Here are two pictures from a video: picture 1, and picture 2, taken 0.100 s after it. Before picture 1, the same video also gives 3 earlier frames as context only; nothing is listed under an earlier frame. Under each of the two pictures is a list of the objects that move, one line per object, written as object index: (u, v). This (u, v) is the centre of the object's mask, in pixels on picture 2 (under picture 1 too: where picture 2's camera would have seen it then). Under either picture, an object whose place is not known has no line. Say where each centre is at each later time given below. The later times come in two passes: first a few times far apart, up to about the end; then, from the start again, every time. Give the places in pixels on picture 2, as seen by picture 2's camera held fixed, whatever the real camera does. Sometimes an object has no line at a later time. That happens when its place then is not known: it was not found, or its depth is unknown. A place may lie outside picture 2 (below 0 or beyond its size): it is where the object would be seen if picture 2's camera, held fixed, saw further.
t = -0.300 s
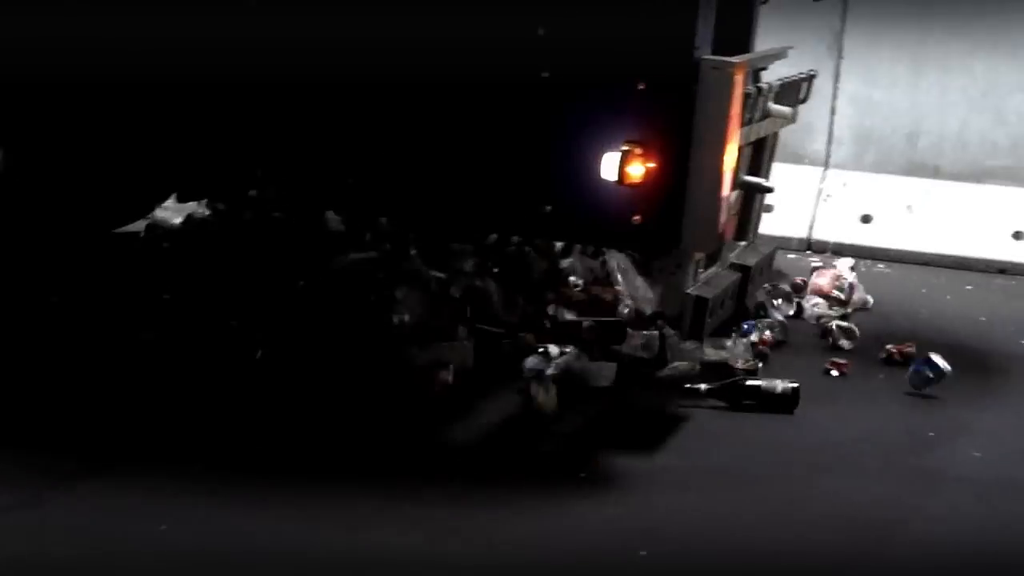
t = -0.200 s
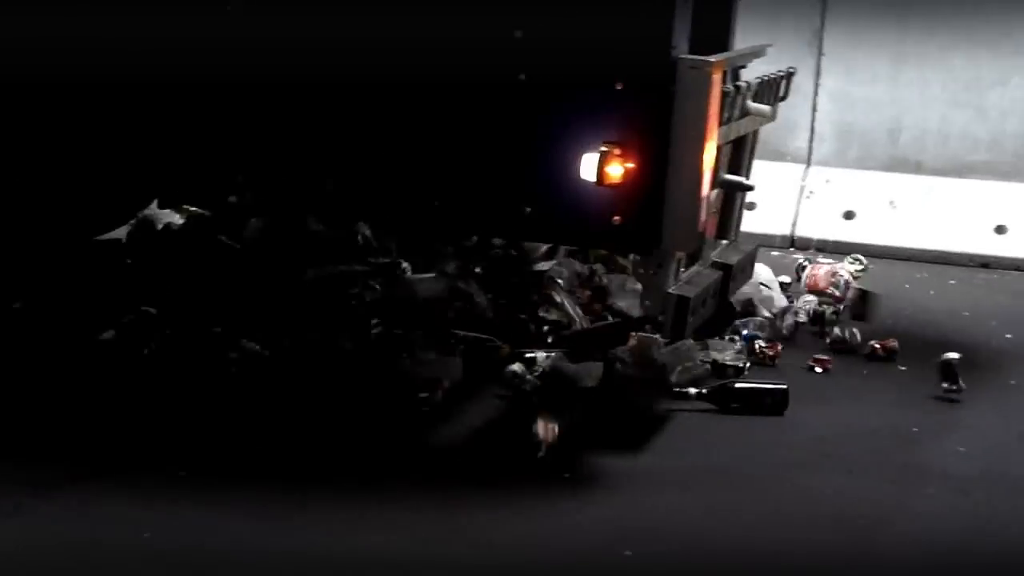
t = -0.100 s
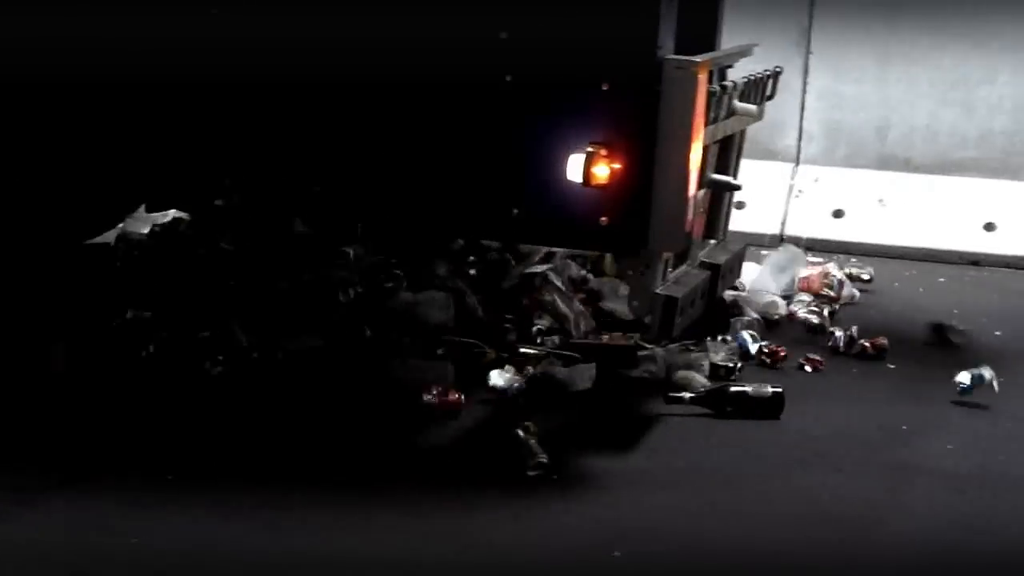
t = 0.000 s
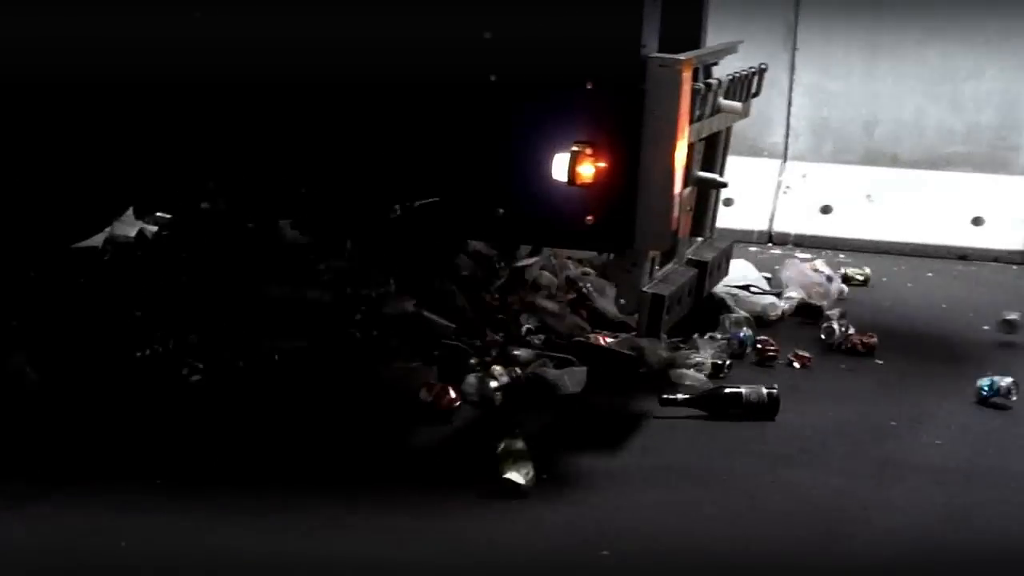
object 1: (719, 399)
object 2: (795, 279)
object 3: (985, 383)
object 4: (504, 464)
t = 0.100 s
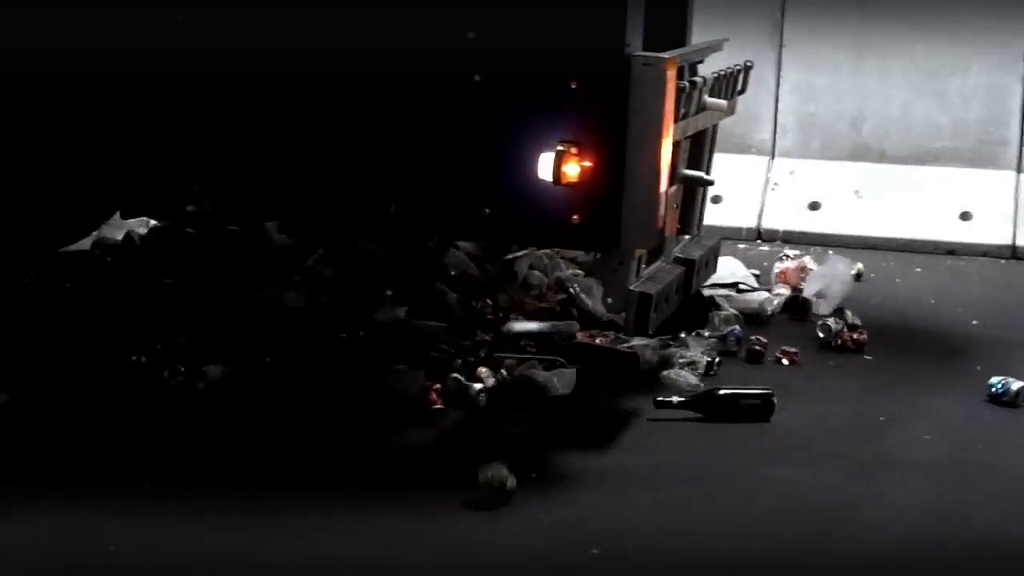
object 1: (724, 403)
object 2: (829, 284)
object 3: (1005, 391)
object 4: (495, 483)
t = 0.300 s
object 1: (735, 411)
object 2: (876, 299)
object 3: (1015, 393)
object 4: (493, 493)
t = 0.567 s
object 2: (888, 306)
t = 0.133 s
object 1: (726, 405)
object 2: (841, 289)
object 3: (1009, 391)
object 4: (494, 489)
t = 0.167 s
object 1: (728, 406)
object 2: (846, 293)
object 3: (1012, 392)
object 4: (494, 487)
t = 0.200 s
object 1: (730, 407)
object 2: (858, 299)
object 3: (1014, 392)
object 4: (494, 484)
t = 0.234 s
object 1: (732, 409)
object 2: (867, 301)
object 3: (1015, 392)
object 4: (494, 485)
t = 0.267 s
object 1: (733, 409)
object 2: (870, 300)
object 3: (1015, 393)
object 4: (494, 488)
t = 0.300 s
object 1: (735, 411)
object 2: (876, 299)
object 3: (1015, 393)
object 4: (493, 493)
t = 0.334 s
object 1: (738, 413)
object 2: (882, 302)
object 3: (1013, 393)
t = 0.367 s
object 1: (740, 413)
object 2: (884, 303)
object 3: (1013, 393)
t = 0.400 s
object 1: (742, 415)
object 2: (886, 305)
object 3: (1011, 393)
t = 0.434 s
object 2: (888, 305)
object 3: (1010, 393)
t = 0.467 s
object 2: (889, 305)
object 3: (1009, 393)
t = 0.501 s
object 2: (889, 305)
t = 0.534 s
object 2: (888, 306)
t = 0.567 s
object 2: (888, 306)
